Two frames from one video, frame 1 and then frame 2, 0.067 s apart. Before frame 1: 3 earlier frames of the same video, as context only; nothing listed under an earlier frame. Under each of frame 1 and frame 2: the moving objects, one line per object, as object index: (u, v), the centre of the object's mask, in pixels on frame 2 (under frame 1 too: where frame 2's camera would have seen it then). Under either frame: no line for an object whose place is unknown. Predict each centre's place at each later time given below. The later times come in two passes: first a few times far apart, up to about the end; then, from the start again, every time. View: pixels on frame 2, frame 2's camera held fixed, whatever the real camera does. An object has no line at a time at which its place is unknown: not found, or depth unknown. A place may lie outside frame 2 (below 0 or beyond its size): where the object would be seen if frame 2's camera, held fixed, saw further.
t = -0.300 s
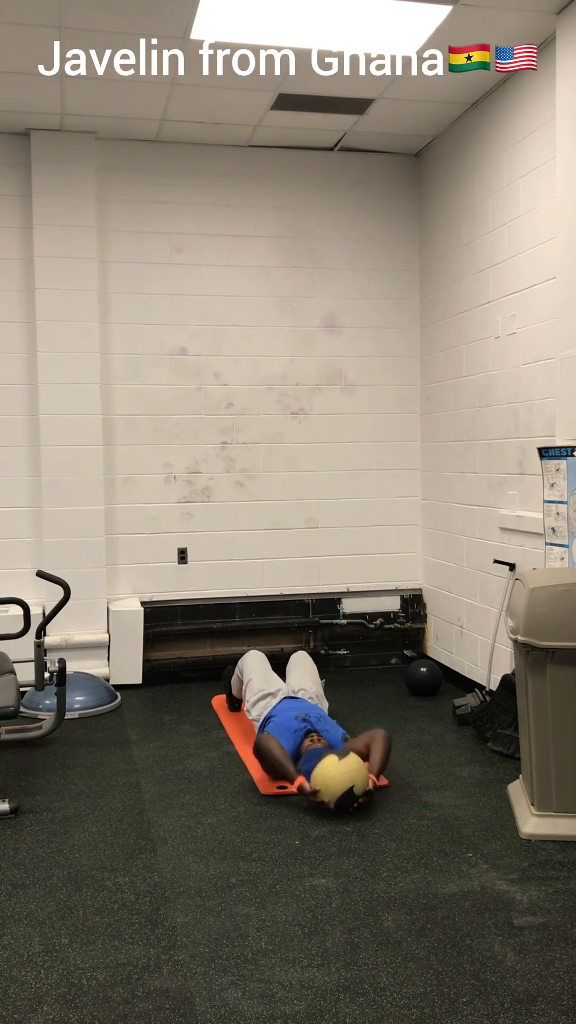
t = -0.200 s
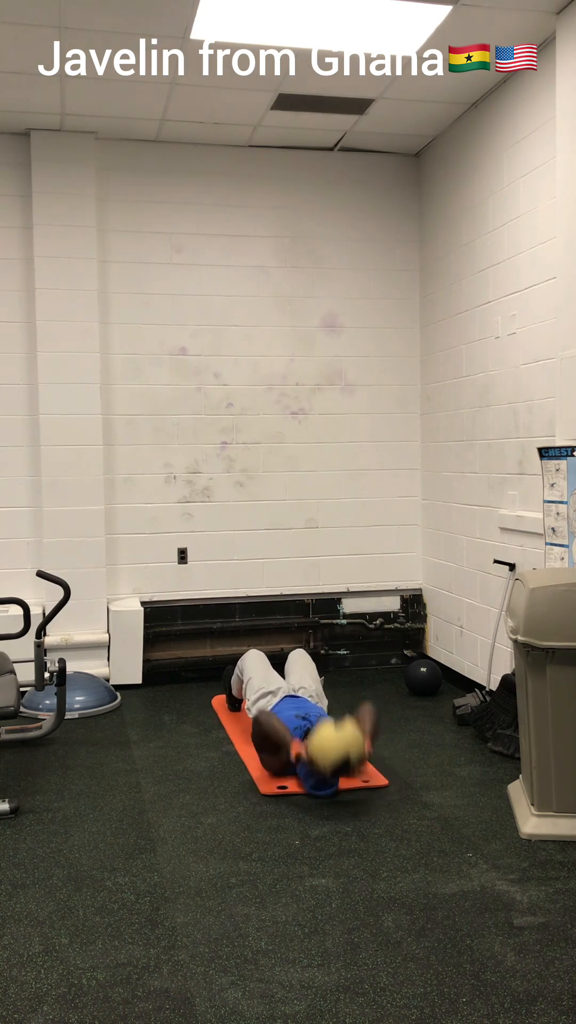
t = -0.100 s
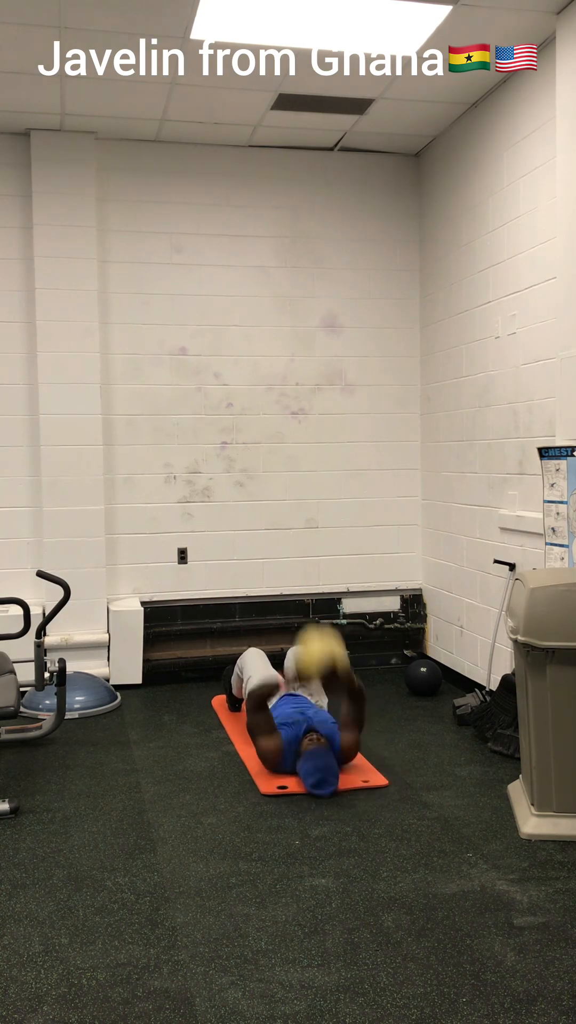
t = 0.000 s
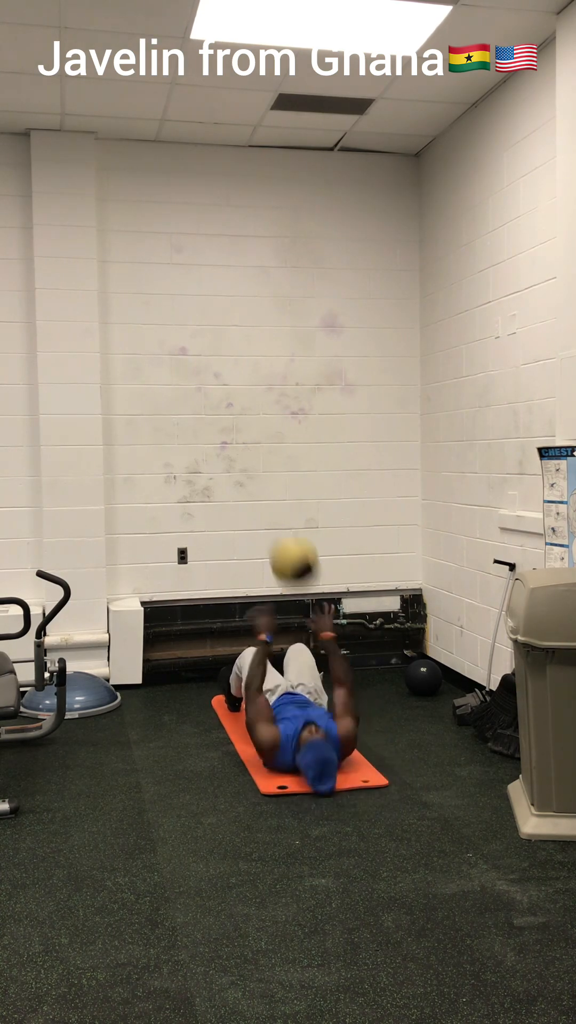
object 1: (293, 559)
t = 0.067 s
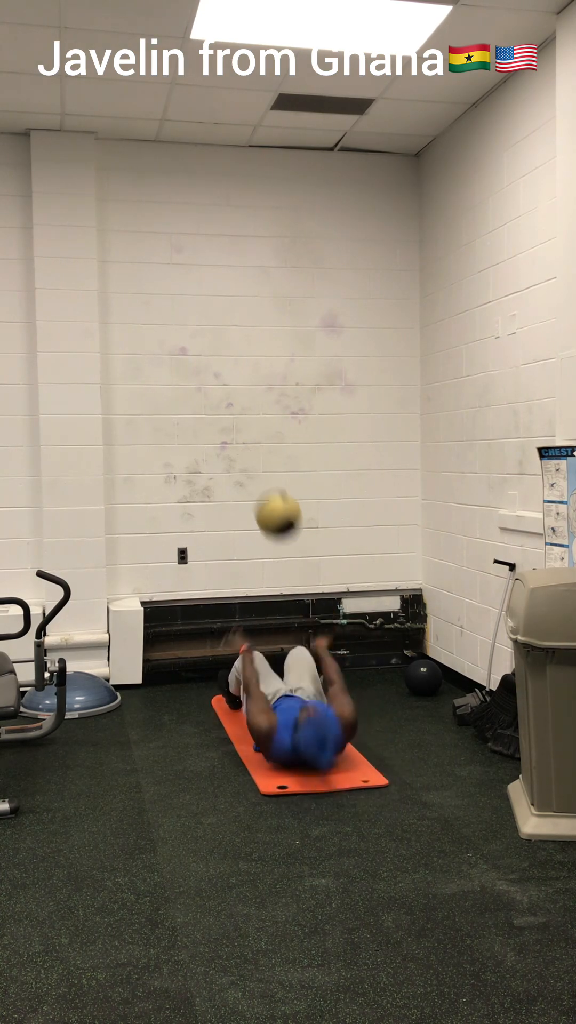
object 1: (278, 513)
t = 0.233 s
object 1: (246, 453)
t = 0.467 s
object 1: (241, 453)
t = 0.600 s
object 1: (255, 494)
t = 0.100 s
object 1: (270, 496)
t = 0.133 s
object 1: (264, 481)
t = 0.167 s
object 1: (258, 470)
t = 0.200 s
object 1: (252, 460)
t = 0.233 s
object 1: (246, 453)
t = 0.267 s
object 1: (241, 447)
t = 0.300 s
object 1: (236, 444)
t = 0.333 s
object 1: (232, 443)
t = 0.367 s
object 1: (232, 443)
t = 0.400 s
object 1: (234, 445)
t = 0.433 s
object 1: (237, 448)
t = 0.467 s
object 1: (241, 453)
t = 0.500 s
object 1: (244, 460)
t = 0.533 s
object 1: (248, 470)
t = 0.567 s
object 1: (251, 480)
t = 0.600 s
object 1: (255, 494)
